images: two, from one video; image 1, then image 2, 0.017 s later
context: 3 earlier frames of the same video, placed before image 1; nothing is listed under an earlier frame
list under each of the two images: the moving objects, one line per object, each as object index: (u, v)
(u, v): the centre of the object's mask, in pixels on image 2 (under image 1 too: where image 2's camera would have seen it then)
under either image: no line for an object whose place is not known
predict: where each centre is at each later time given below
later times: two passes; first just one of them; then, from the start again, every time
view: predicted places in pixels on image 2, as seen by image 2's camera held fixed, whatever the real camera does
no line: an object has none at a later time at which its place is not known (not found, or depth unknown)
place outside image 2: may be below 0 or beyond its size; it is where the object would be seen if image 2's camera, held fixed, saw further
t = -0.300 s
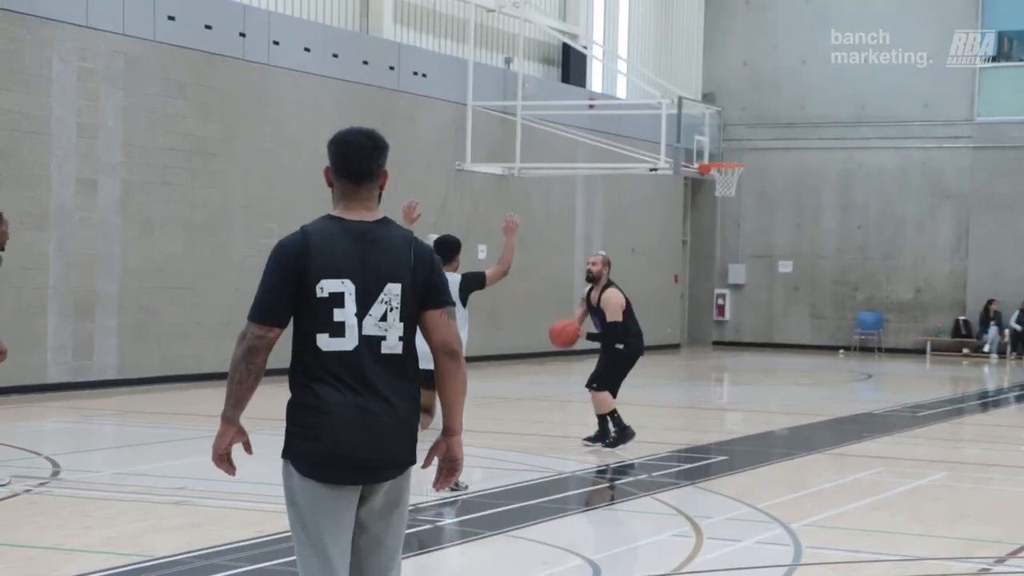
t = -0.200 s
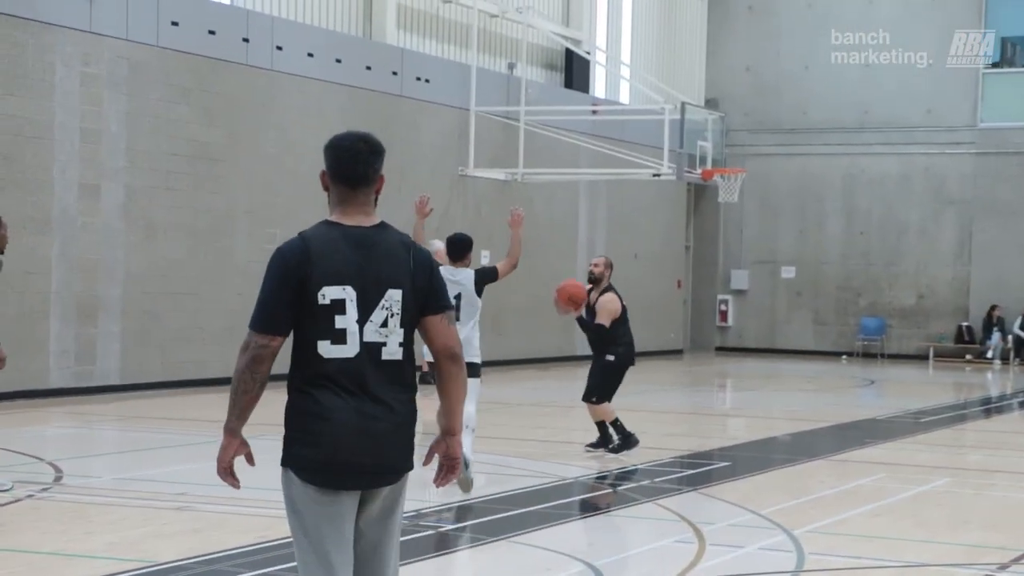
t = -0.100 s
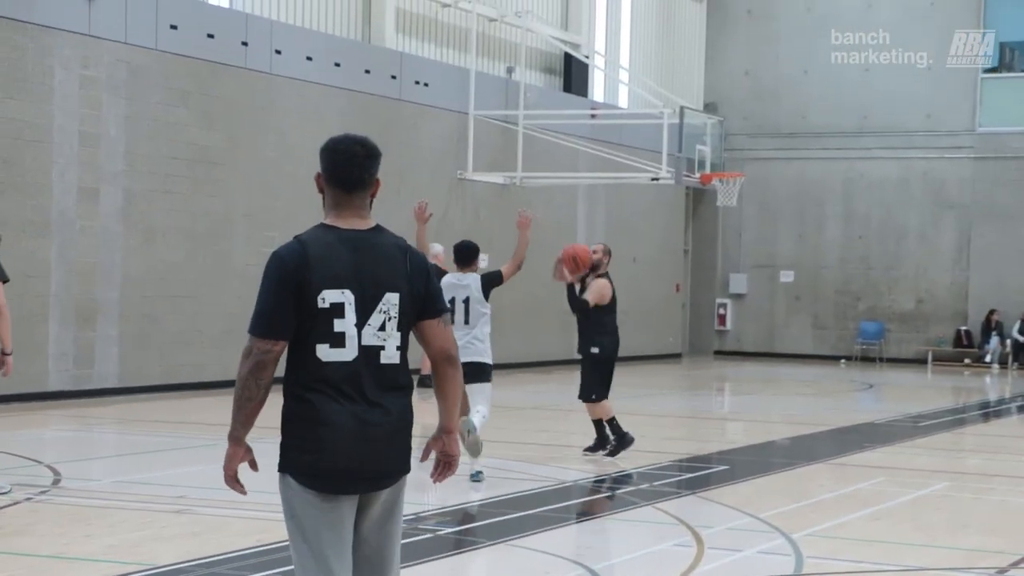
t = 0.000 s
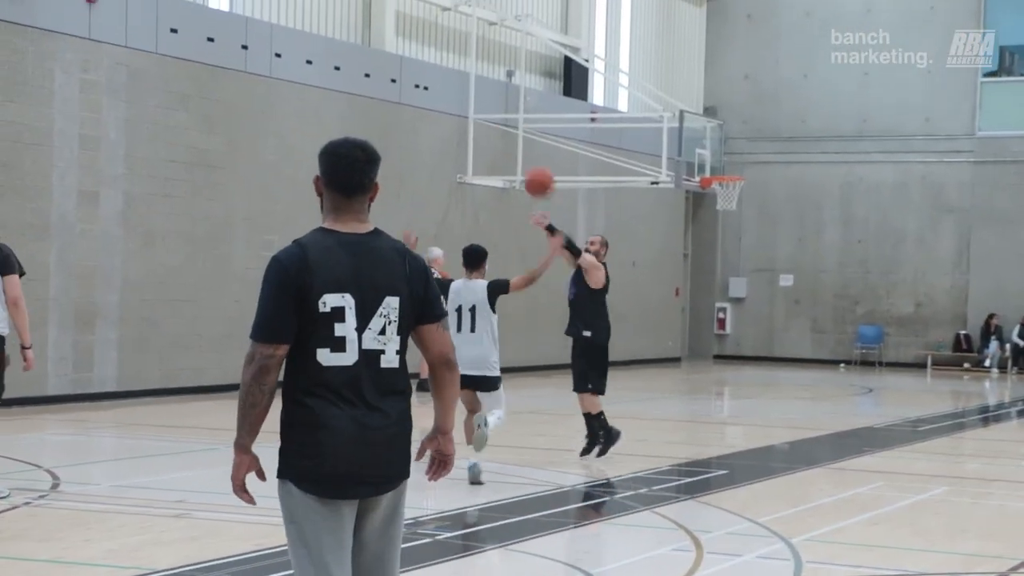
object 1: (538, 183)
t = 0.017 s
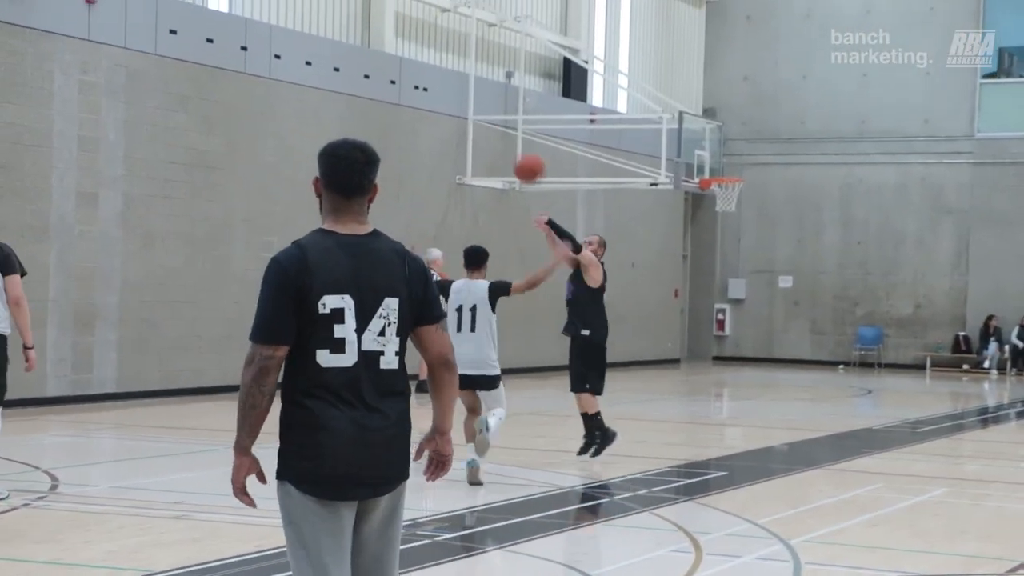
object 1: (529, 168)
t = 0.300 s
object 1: (354, -57)
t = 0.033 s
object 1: (519, 153)
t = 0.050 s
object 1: (510, 138)
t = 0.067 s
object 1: (500, 124)
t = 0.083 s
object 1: (491, 108)
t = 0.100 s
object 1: (482, 95)
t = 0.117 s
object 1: (471, 81)
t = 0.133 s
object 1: (462, 68)
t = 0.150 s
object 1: (452, 54)
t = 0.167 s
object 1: (442, 41)
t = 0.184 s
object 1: (431, 28)
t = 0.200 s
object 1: (421, 16)
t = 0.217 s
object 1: (411, 3)
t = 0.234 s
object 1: (400, -9)
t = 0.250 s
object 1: (389, -19)
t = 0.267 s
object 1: (378, -30)
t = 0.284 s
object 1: (366, -42)
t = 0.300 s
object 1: (354, -57)
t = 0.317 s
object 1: (342, -72)
